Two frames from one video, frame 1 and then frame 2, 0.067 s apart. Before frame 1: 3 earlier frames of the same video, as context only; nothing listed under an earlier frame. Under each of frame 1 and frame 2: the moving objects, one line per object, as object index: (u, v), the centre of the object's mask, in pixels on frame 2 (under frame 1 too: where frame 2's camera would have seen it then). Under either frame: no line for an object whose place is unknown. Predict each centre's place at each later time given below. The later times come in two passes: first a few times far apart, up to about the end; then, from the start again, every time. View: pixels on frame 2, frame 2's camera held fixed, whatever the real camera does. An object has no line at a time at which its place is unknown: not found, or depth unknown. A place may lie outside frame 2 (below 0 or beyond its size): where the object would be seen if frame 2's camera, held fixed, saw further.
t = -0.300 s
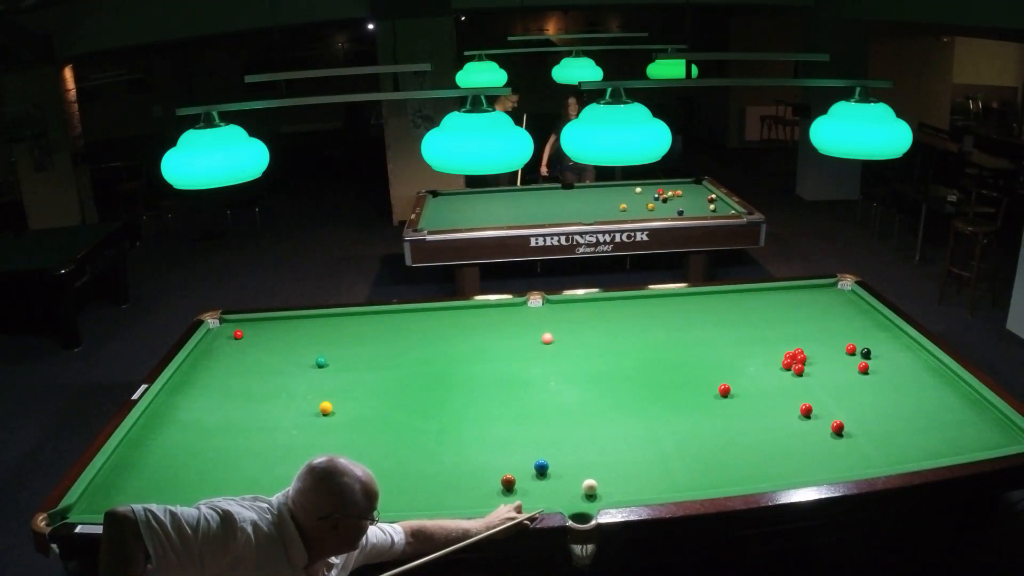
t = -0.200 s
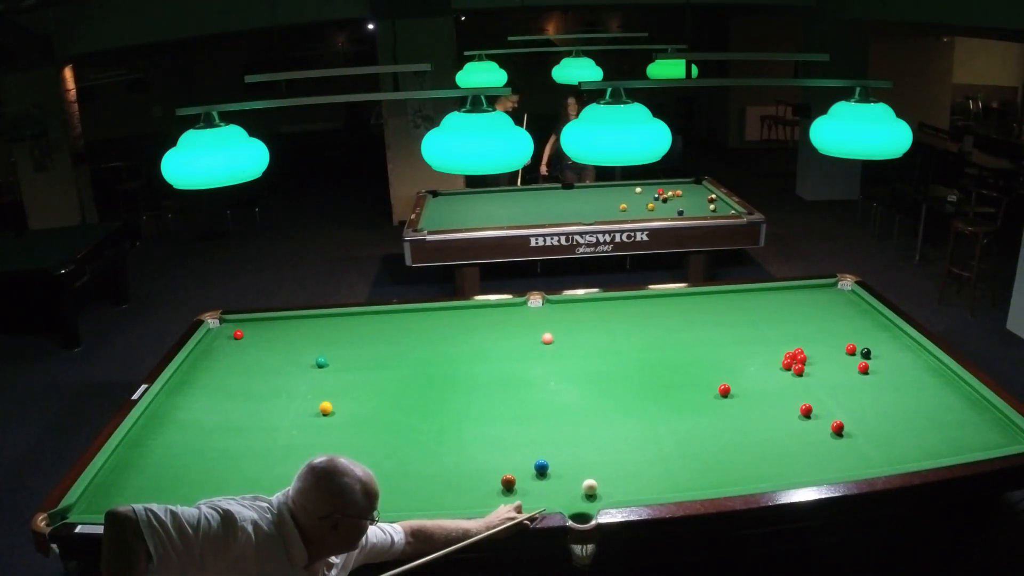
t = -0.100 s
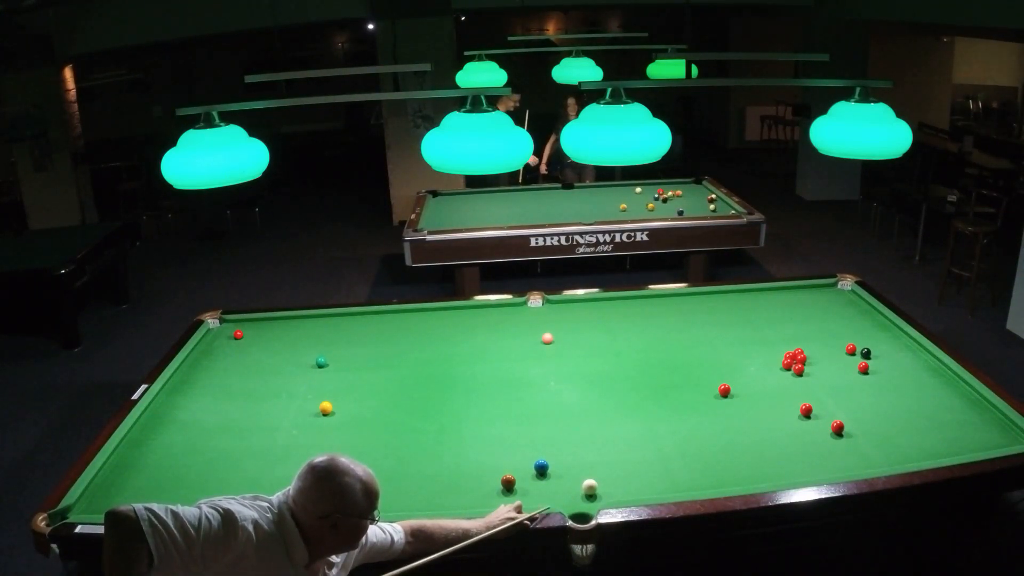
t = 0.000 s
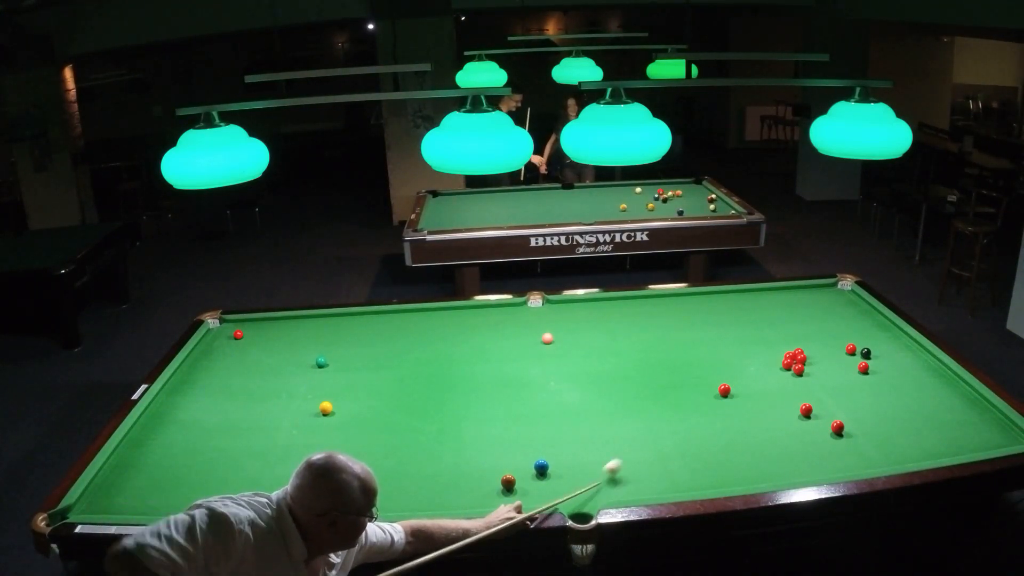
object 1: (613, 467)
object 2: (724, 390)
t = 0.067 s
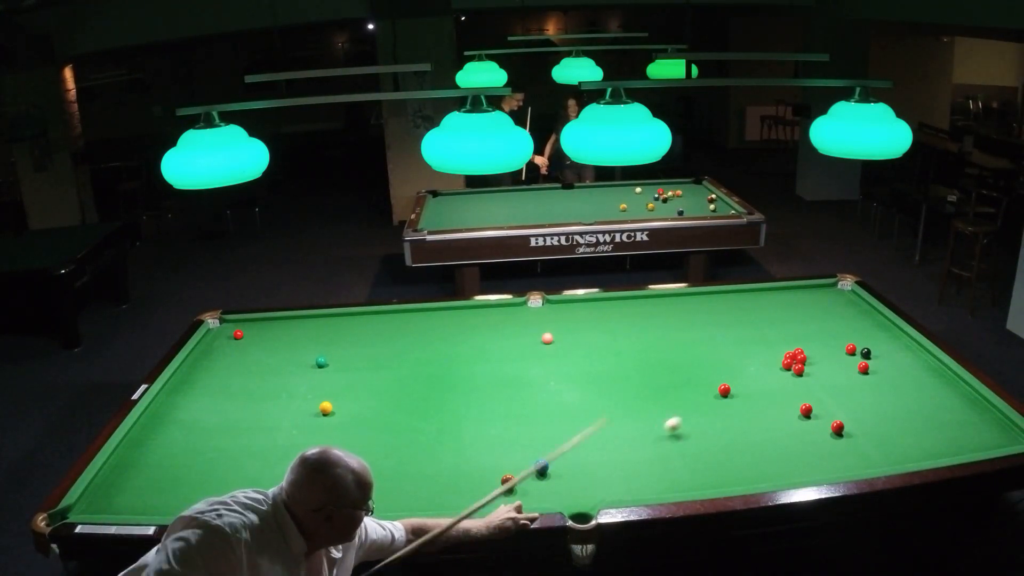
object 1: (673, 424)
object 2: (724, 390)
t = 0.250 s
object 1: (726, 384)
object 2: (782, 343)
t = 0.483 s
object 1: (736, 385)
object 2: (845, 289)
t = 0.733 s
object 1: (746, 378)
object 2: (774, 301)
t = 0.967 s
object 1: (754, 372)
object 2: (715, 322)
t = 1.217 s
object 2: (641, 347)
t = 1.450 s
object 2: (562, 374)
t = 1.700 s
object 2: (465, 405)
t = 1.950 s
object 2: (358, 438)
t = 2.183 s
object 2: (251, 471)
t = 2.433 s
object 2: (133, 505)
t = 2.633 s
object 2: (81, 505)
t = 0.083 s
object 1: (686, 416)
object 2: (724, 390)
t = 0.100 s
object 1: (698, 409)
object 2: (724, 390)
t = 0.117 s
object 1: (709, 399)
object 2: (724, 390)
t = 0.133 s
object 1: (719, 392)
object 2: (728, 387)
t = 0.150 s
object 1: (720, 388)
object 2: (736, 379)
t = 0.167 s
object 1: (721, 386)
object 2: (744, 372)
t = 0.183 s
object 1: (722, 385)
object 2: (753, 365)
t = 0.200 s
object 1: (723, 383)
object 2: (760, 360)
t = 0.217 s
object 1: (724, 383)
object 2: (768, 355)
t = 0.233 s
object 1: (725, 383)
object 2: (775, 349)
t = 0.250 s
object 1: (726, 384)
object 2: (782, 343)
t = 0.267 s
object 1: (726, 385)
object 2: (789, 338)
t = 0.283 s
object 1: (727, 388)
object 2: (795, 334)
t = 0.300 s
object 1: (728, 390)
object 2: (801, 329)
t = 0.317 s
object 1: (729, 389)
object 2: (807, 324)
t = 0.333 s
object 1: (729, 387)
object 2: (813, 320)
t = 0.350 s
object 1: (730, 386)
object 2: (818, 316)
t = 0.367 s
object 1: (731, 386)
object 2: (823, 312)
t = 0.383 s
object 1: (731, 386)
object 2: (828, 308)
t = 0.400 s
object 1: (732, 387)
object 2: (832, 305)
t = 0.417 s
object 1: (733, 386)
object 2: (837, 301)
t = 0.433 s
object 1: (733, 386)
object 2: (841, 298)
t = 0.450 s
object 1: (734, 386)
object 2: (846, 294)
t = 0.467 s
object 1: (735, 385)
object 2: (849, 291)
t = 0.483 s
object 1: (736, 385)
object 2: (845, 289)
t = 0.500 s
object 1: (736, 384)
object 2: (838, 288)
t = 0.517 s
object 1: (737, 384)
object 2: (830, 287)
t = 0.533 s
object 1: (738, 383)
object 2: (823, 287)
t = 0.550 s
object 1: (738, 383)
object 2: (816, 286)
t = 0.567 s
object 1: (739, 383)
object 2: (812, 287)
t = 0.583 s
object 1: (740, 382)
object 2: (808, 289)
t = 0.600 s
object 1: (740, 381)
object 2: (804, 290)
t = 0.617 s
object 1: (741, 381)
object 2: (801, 291)
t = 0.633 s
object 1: (742, 381)
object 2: (797, 293)
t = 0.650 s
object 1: (742, 380)
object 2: (793, 294)
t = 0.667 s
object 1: (743, 380)
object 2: (789, 296)
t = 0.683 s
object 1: (744, 379)
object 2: (785, 297)
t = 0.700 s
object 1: (744, 379)
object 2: (781, 298)
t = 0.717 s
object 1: (745, 378)
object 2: (778, 300)
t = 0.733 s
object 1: (746, 378)
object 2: (774, 301)
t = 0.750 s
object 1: (746, 377)
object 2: (770, 303)
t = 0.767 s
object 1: (747, 377)
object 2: (766, 304)
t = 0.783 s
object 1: (748, 376)
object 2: (762, 305)
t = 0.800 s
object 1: (748, 376)
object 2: (758, 307)
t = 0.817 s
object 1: (749, 375)
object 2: (754, 308)
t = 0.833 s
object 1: (749, 375)
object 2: (749, 310)
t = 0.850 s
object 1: (750, 375)
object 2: (745, 311)
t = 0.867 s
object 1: (751, 374)
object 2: (741, 313)
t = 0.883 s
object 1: (751, 374)
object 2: (737, 314)
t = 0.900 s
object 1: (752, 373)
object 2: (733, 316)
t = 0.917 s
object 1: (752, 373)
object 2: (728, 317)
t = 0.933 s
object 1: (753, 372)
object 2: (724, 319)
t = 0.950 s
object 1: (753, 372)
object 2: (719, 321)
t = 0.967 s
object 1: (754, 372)
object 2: (715, 322)
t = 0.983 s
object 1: (754, 371)
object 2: (710, 323)
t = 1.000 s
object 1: (755, 371)
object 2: (705, 325)
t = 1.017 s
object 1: (756, 370)
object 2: (701, 327)
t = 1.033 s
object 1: (756, 370)
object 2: (696, 328)
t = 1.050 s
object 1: (757, 369)
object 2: (691, 330)
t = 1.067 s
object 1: (757, 369)
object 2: (686, 332)
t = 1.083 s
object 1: (758, 369)
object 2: (682, 333)
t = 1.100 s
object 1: (758, 368)
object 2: (677, 335)
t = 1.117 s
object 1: (759, 368)
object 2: (672, 337)
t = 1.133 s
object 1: (759, 367)
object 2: (667, 338)
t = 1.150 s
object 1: (760, 367)
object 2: (662, 340)
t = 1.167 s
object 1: (760, 367)
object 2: (657, 342)
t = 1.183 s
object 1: (761, 366)
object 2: (651, 344)
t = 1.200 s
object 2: (646, 345)
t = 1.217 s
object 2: (641, 347)
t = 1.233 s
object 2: (636, 349)
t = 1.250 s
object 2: (630, 351)
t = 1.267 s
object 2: (625, 353)
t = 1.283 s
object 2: (619, 354)
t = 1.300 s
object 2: (614, 356)
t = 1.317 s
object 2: (608, 358)
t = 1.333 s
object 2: (602, 360)
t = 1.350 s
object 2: (597, 362)
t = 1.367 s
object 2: (591, 364)
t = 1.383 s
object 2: (585, 366)
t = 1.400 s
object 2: (579, 368)
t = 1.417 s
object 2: (574, 370)
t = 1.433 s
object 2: (568, 372)
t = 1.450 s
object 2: (562, 374)
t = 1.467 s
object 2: (556, 376)
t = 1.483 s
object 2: (549, 377)
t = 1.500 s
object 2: (543, 380)
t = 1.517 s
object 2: (537, 382)
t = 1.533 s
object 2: (531, 384)
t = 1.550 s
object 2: (524, 386)
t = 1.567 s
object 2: (518, 388)
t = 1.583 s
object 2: (512, 390)
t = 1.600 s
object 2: (505, 392)
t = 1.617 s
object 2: (498, 395)
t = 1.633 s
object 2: (492, 397)
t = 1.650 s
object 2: (486, 399)
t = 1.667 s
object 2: (478, 401)
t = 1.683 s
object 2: (472, 403)
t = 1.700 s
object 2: (465, 405)
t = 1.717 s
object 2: (458, 408)
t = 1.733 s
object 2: (451, 410)
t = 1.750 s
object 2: (444, 412)
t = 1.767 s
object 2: (437, 414)
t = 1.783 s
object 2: (430, 416)
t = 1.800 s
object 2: (424, 419)
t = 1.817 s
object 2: (415, 420)
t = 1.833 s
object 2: (409, 422)
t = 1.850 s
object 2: (402, 425)
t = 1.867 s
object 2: (395, 427)
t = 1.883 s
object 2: (388, 429)
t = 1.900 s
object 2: (381, 432)
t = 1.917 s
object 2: (373, 434)
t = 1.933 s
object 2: (366, 436)
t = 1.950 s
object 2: (358, 438)
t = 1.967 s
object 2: (351, 441)
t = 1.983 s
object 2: (344, 443)
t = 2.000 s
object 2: (336, 445)
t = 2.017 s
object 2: (328, 448)
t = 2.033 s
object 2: (321, 450)
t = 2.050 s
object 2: (313, 453)
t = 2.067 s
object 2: (305, 455)
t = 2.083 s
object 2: (298, 457)
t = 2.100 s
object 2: (290, 460)
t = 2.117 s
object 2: (282, 462)
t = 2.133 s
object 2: (275, 464)
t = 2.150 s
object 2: (266, 467)
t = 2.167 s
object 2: (259, 469)
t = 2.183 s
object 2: (251, 471)
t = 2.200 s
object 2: (243, 474)
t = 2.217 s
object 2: (235, 476)
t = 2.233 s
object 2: (227, 478)
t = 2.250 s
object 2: (220, 481)
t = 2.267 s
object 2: (212, 483)
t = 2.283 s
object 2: (204, 485)
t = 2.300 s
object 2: (196, 488)
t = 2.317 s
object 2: (188, 490)
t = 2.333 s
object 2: (180, 492)
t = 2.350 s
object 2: (172, 494)
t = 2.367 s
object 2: (164, 496)
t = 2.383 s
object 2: (156, 498)
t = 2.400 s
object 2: (148, 500)
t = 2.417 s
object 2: (141, 503)
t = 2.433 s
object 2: (133, 505)
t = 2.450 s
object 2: (125, 506)
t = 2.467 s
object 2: (118, 507)
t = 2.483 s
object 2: (110, 509)
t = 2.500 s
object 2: (102, 510)
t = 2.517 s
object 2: (94, 511)
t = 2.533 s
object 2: (92, 510)
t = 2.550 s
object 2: (89, 509)
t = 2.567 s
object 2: (86, 508)
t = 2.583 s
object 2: (83, 506)
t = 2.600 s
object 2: (79, 506)
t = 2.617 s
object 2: (78, 505)
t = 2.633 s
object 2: (81, 505)
